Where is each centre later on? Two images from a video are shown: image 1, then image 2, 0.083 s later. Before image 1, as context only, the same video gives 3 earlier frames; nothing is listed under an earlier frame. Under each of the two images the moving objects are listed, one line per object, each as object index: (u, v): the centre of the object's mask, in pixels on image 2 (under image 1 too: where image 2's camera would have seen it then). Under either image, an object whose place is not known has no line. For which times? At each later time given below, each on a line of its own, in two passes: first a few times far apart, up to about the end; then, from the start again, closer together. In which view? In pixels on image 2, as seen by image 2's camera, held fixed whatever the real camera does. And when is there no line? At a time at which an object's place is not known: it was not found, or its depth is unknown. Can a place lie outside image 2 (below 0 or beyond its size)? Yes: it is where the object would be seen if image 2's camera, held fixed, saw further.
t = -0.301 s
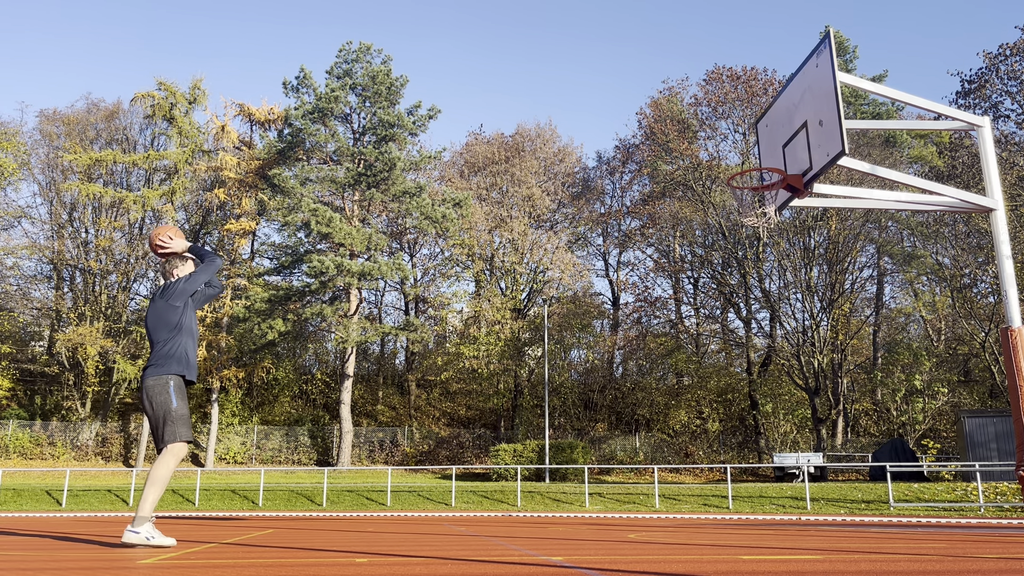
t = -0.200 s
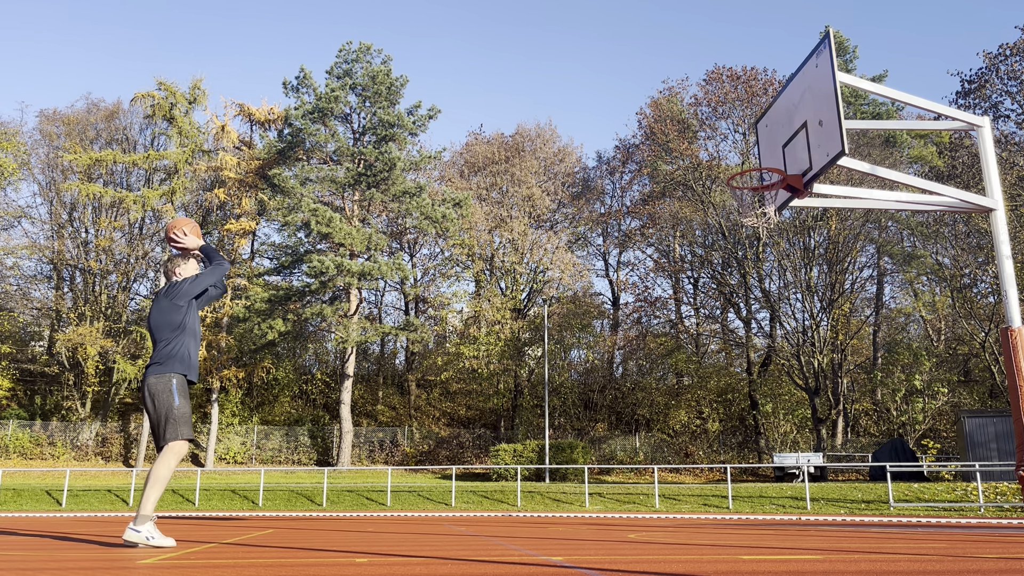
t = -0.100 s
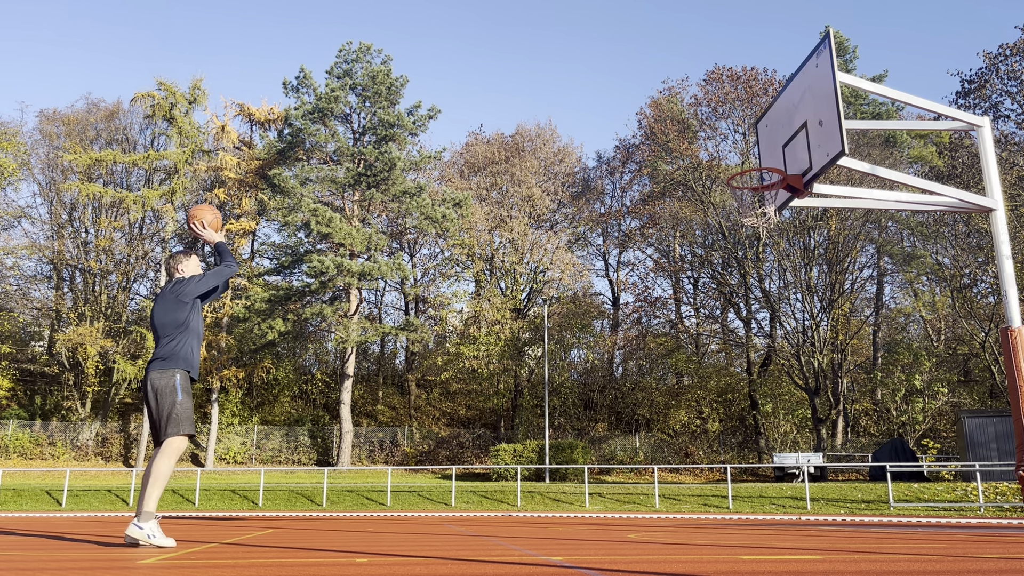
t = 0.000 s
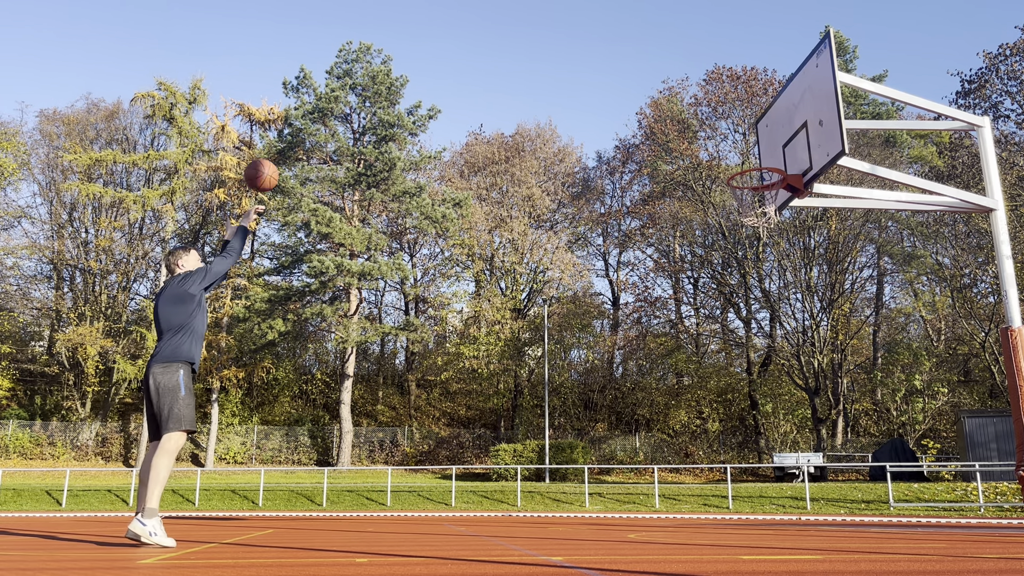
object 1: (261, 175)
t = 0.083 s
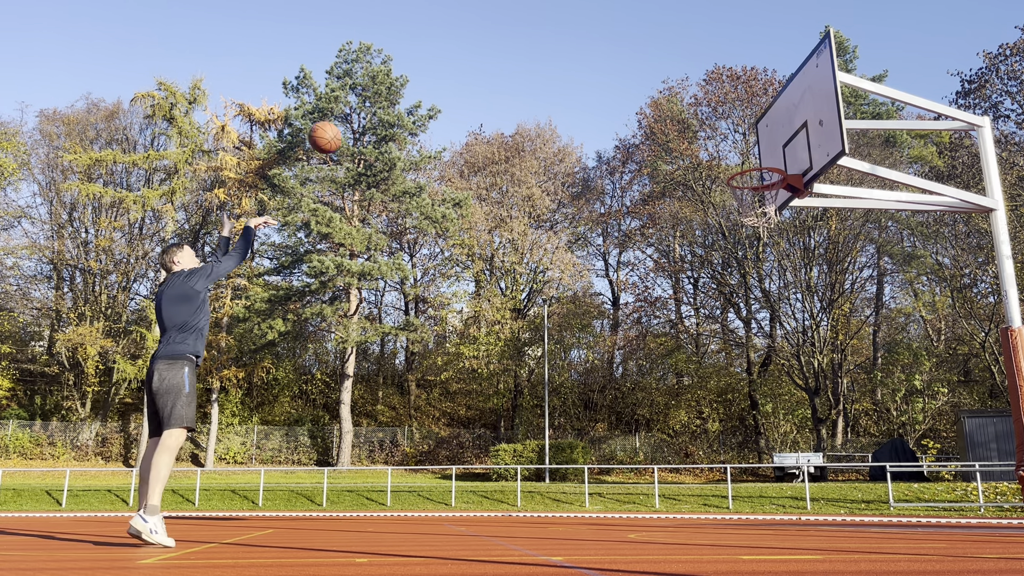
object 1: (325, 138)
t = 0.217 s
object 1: (417, 99)
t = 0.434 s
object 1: (553, 83)
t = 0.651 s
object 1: (675, 116)
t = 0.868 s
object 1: (770, 192)
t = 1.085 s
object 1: (746, 206)
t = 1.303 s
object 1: (769, 207)
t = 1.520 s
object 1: (790, 214)
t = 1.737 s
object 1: (799, 268)
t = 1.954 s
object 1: (816, 379)
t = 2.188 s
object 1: (833, 497)
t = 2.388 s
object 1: (827, 411)
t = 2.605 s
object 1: (825, 372)
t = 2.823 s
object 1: (827, 387)
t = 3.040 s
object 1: (834, 454)
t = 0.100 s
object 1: (337, 131)
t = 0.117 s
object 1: (349, 125)
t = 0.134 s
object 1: (361, 120)
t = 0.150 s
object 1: (372, 115)
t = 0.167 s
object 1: (384, 110)
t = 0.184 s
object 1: (395, 106)
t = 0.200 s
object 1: (407, 102)
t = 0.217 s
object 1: (417, 99)
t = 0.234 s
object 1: (428, 96)
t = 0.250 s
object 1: (439, 93)
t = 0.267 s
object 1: (450, 90)
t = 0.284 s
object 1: (461, 88)
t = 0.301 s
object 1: (471, 86)
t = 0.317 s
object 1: (482, 85)
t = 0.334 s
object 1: (492, 84)
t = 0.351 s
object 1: (502, 83)
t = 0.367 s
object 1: (513, 82)
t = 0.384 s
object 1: (523, 82)
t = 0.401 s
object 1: (533, 82)
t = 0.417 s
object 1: (543, 82)
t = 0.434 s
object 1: (553, 83)
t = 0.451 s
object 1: (562, 84)
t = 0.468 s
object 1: (572, 85)
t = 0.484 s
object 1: (581, 86)
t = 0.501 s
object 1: (591, 88)
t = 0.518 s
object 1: (600, 90)
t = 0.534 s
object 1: (610, 92)
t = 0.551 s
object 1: (620, 95)
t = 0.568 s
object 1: (629, 98)
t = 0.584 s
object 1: (638, 101)
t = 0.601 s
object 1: (647, 105)
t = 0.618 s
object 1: (657, 109)
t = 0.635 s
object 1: (666, 112)
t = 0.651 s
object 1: (675, 116)
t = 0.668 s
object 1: (684, 121)
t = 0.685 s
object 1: (693, 127)
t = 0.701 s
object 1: (702, 131)
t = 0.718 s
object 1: (711, 137)
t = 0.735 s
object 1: (720, 143)
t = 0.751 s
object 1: (729, 149)
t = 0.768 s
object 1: (738, 155)
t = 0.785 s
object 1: (746, 160)
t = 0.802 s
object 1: (756, 167)
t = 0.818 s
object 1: (764, 175)
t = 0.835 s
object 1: (771, 182)
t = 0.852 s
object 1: (771, 187)
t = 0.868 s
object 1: (770, 192)
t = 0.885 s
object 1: (760, 207)
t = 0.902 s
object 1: (763, 213)
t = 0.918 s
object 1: (761, 213)
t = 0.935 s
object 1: (755, 214)
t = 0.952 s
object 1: (749, 211)
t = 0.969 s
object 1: (744, 208)
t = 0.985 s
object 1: (744, 206)
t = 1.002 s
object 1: (743, 205)
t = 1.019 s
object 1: (743, 205)
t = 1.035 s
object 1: (744, 205)
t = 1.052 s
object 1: (746, 205)
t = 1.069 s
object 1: (745, 206)
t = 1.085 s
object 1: (746, 206)
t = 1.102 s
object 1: (747, 208)
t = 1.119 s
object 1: (749, 208)
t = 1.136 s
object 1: (749, 209)
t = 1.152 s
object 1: (754, 208)
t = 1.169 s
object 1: (755, 208)
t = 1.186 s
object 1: (756, 208)
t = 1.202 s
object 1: (758, 208)
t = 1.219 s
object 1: (758, 207)
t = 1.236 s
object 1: (761, 206)
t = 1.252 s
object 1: (764, 206)
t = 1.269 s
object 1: (767, 207)
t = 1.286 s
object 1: (768, 208)
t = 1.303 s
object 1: (769, 207)
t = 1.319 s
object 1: (769, 208)
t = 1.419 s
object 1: (785, 210)
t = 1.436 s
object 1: (790, 209)
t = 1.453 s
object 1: (791, 209)
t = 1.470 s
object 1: (791, 210)
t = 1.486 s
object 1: (791, 210)
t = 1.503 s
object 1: (791, 212)
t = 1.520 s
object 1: (790, 214)
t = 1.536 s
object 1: (790, 216)
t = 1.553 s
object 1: (790, 218)
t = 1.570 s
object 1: (789, 221)
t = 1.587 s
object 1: (790, 223)
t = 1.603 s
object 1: (790, 227)
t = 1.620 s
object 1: (791, 231)
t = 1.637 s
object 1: (792, 235)
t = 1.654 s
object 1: (792, 240)
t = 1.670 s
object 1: (794, 245)
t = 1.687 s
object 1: (795, 250)
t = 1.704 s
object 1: (796, 256)
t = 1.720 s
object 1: (797, 262)
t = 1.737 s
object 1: (799, 268)
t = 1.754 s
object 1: (800, 274)
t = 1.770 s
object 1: (801, 281)
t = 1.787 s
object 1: (802, 288)
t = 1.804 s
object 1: (804, 296)
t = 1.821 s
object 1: (805, 304)
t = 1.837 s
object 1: (806, 312)
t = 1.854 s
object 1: (807, 320)
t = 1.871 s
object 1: (809, 329)
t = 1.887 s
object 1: (811, 339)
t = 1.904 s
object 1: (812, 348)
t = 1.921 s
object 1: (813, 358)
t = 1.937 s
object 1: (815, 368)
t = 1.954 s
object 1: (816, 379)
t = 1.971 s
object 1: (817, 389)
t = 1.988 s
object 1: (819, 400)
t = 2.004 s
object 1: (821, 412)
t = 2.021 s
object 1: (822, 424)
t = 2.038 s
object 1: (825, 436)
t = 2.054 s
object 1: (826, 449)
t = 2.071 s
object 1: (827, 462)
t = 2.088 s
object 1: (829, 475)
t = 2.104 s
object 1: (831, 489)
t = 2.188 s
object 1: (833, 497)
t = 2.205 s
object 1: (833, 488)
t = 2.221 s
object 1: (832, 479)
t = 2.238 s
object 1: (831, 471)
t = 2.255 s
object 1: (831, 463)
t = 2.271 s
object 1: (830, 455)
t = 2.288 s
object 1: (830, 447)
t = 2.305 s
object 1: (829, 440)
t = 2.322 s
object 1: (828, 434)
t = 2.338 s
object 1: (828, 427)
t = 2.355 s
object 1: (828, 421)
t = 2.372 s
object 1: (827, 416)
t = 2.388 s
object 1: (827, 411)
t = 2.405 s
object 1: (826, 405)
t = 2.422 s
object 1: (826, 400)
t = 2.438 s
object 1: (826, 396)
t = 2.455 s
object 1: (826, 392)
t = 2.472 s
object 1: (826, 389)
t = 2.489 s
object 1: (826, 385)
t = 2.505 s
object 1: (825, 383)
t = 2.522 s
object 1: (825, 380)
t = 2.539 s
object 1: (825, 378)
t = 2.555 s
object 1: (825, 376)
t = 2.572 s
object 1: (825, 374)
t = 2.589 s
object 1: (825, 373)
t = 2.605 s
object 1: (825, 372)
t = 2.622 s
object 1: (825, 372)
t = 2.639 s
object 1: (825, 371)
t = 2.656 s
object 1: (825, 371)
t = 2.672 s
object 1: (825, 371)
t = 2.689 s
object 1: (825, 371)
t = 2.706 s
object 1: (825, 372)
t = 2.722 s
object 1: (825, 373)
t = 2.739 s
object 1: (826, 374)
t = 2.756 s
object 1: (827, 376)
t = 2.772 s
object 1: (826, 378)
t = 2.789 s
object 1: (826, 381)
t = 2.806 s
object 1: (826, 384)
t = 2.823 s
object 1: (827, 387)
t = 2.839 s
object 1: (828, 390)
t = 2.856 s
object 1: (828, 393)
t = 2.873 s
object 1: (828, 397)
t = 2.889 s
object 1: (829, 401)
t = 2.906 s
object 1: (829, 406)
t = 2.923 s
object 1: (830, 411)
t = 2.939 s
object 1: (830, 416)
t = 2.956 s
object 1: (831, 422)
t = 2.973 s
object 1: (831, 428)
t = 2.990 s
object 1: (832, 434)
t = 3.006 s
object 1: (832, 440)
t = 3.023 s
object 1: (833, 447)
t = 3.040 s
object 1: (834, 454)
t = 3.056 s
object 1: (834, 462)
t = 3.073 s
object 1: (835, 469)
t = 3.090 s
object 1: (836, 478)
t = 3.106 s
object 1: (837, 486)
